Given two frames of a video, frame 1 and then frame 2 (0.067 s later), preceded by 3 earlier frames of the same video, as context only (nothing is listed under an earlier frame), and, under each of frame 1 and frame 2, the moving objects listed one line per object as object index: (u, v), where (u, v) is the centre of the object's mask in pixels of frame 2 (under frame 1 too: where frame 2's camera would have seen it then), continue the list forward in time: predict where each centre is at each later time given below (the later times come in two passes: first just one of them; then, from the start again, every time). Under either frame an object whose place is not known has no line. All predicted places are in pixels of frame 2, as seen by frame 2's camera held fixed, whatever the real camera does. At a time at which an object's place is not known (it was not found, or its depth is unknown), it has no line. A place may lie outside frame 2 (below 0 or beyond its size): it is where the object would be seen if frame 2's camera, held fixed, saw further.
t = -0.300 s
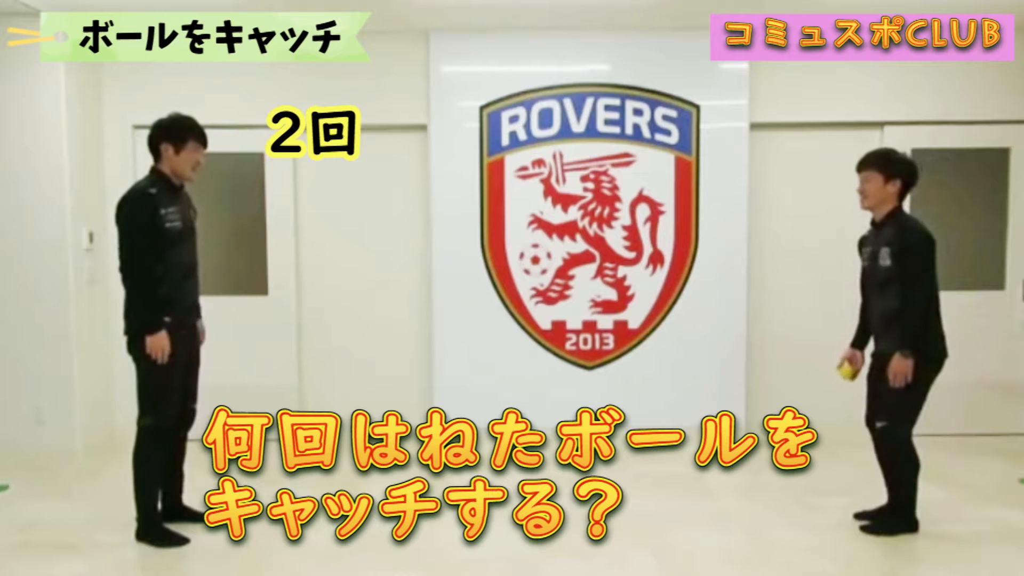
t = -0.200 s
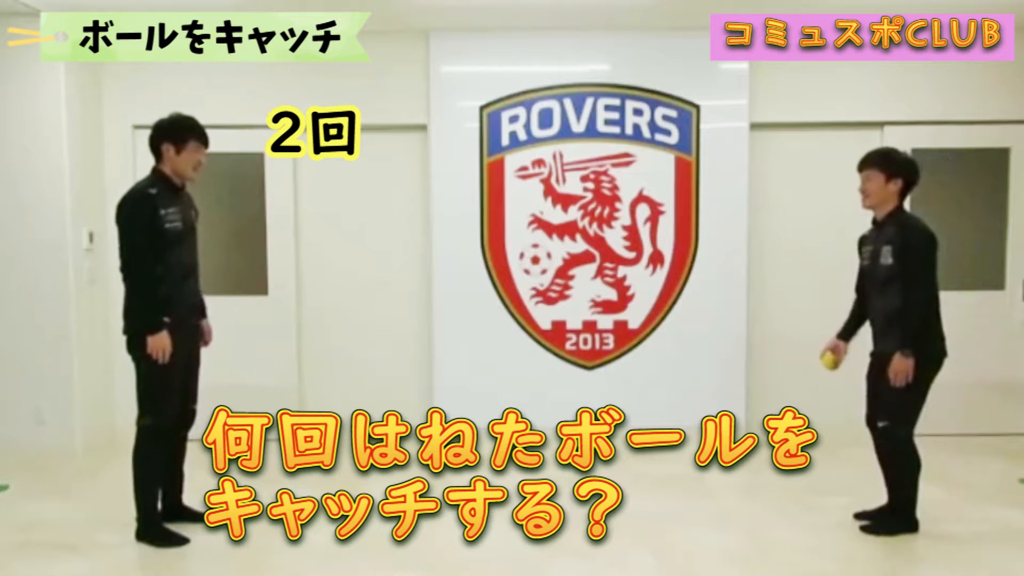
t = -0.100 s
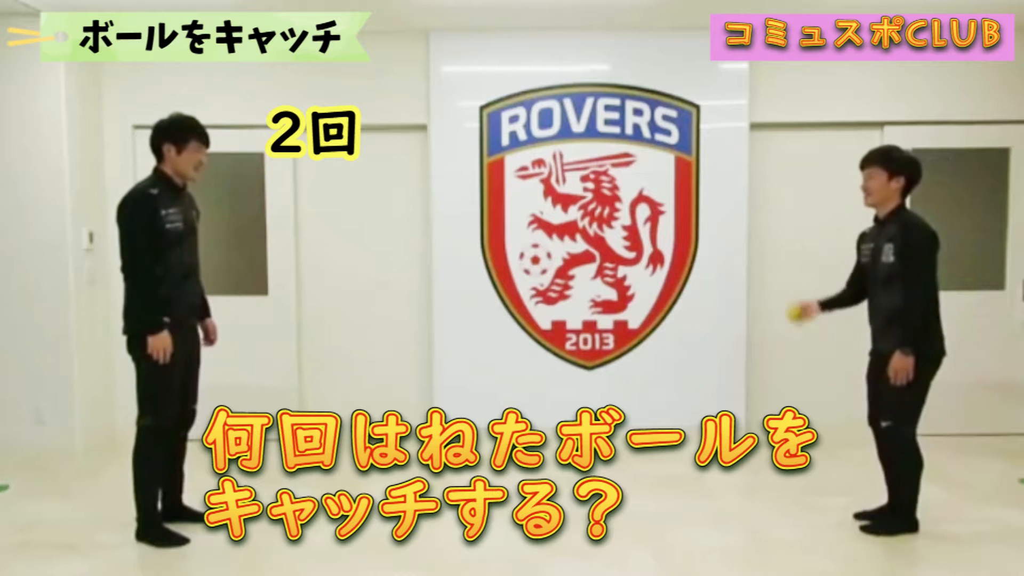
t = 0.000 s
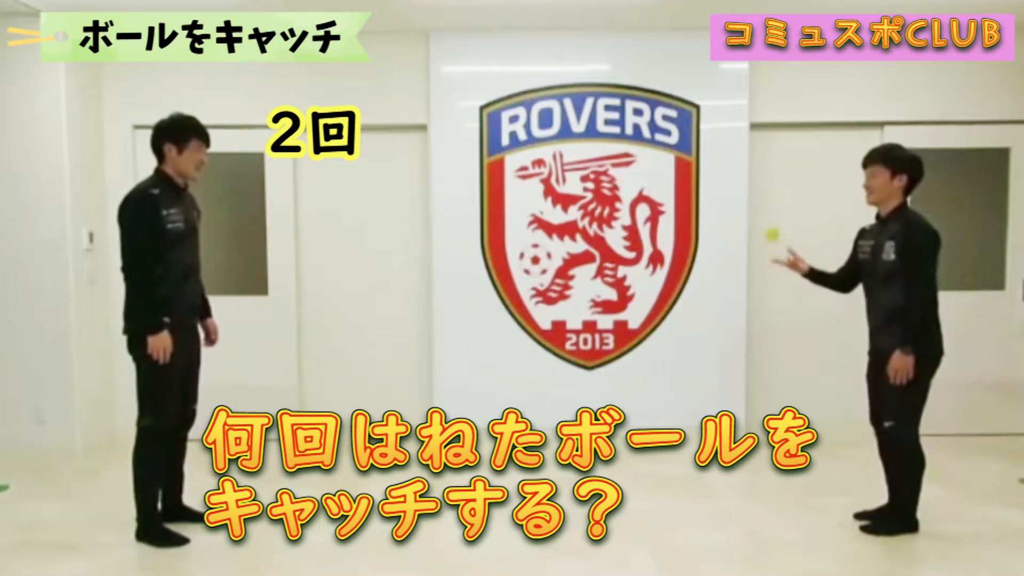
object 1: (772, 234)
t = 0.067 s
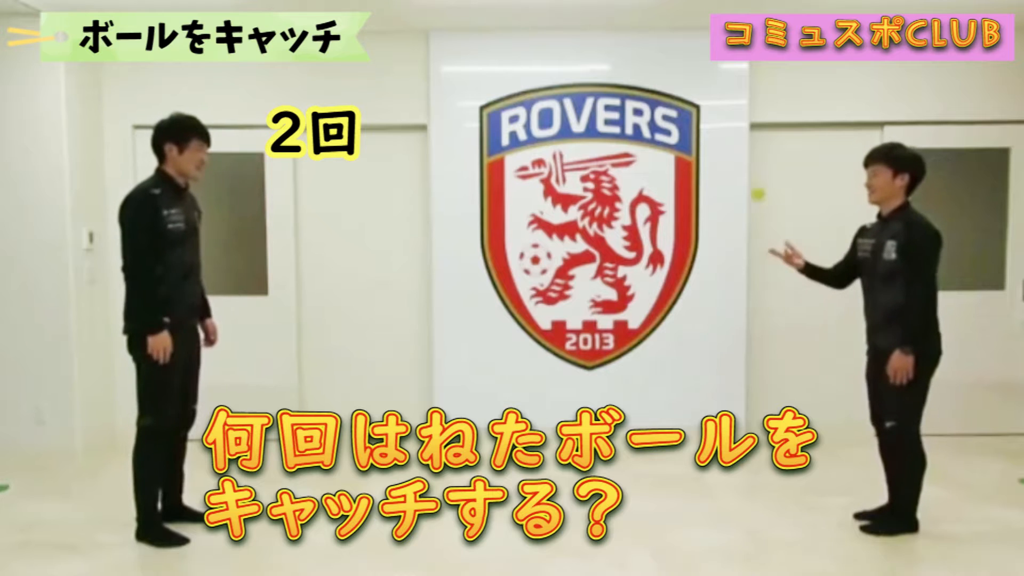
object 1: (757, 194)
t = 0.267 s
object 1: (712, 125)
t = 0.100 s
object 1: (750, 176)
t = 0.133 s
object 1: (742, 160)
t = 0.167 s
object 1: (734, 147)
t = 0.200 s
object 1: (726, 135)
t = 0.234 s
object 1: (719, 130)
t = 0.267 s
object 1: (712, 125)
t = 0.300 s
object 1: (703, 123)
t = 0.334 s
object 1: (695, 122)
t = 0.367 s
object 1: (688, 124)
